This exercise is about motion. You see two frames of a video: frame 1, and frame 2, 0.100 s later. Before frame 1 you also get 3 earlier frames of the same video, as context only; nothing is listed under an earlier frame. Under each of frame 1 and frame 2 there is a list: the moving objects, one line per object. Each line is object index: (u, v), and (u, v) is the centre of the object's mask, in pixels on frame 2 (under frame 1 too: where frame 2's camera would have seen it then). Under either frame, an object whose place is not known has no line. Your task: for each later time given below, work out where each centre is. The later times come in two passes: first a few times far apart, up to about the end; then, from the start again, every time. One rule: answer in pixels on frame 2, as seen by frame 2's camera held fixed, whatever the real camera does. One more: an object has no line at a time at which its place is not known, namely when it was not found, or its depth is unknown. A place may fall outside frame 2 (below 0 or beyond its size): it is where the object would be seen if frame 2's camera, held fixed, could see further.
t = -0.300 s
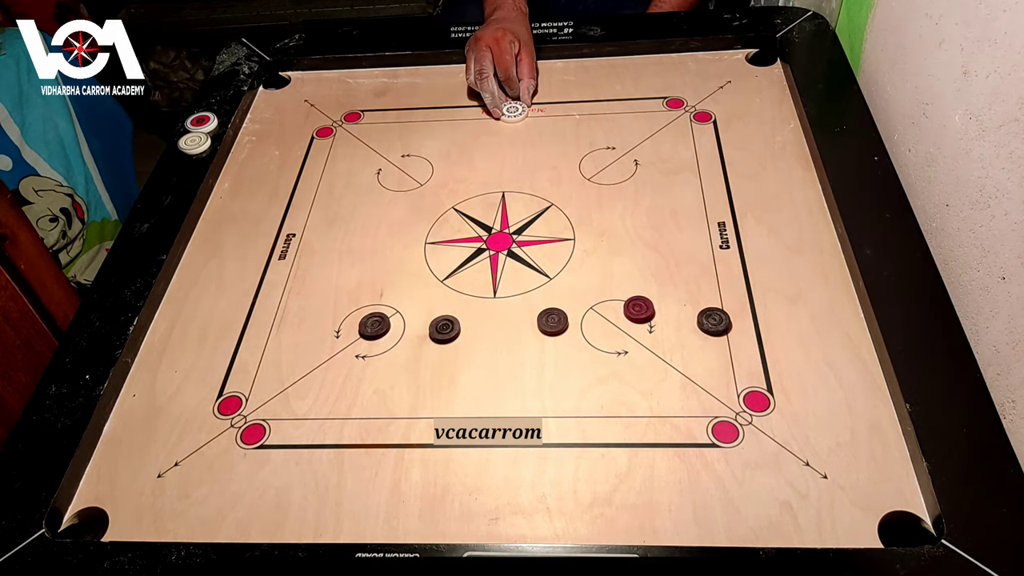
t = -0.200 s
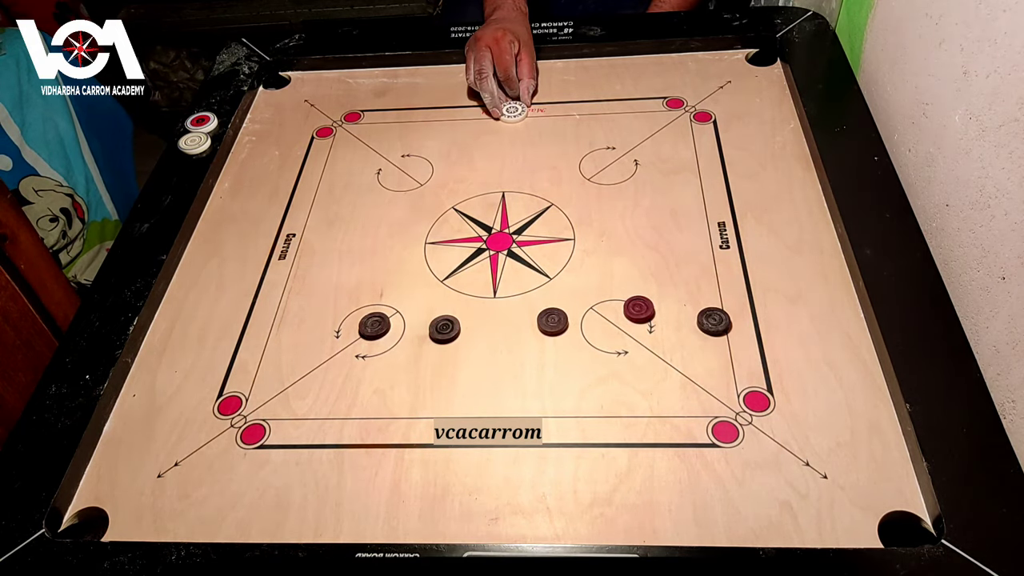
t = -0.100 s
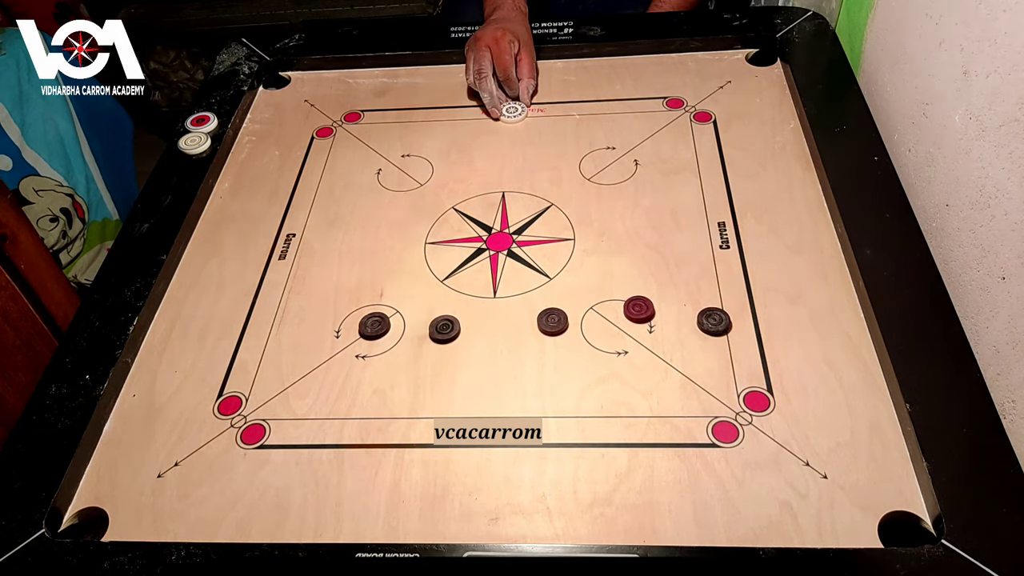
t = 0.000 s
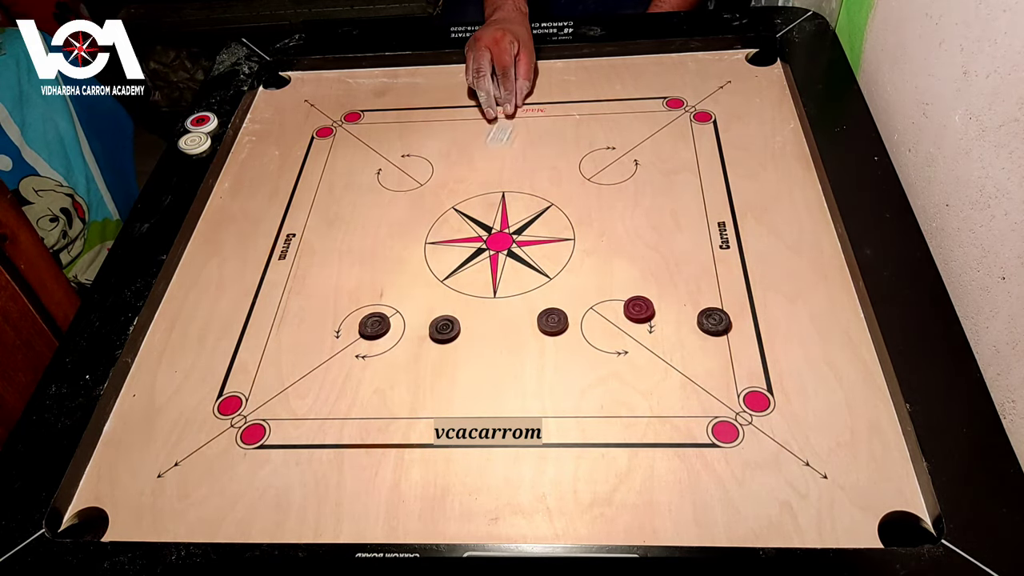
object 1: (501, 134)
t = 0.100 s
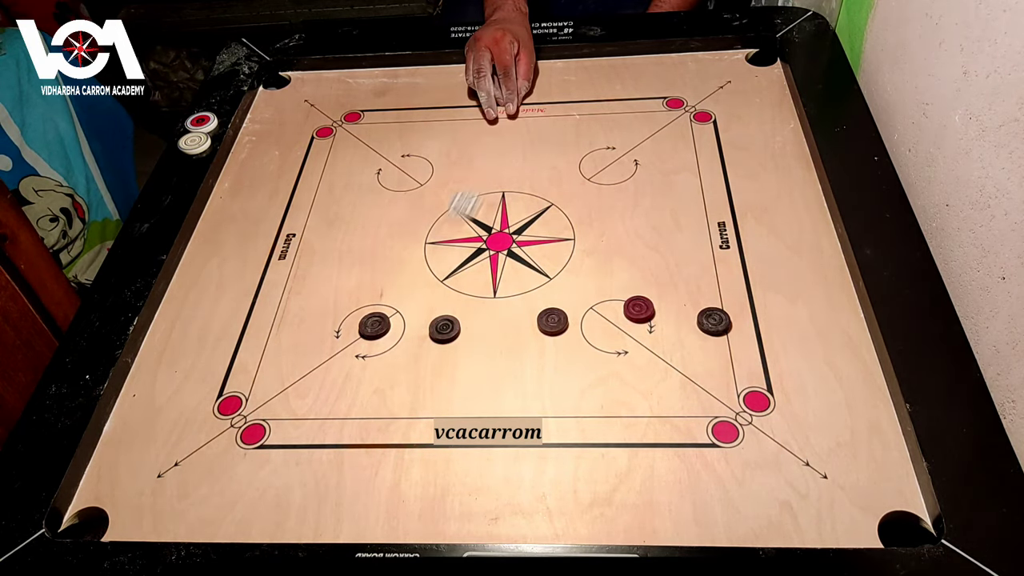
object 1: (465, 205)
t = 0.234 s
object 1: (411, 307)
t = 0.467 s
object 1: (382, 448)
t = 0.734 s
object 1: (373, 503)
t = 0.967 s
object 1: (377, 491)
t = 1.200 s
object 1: (377, 491)
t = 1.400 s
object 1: (377, 491)
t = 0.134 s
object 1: (450, 229)
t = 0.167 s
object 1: (438, 255)
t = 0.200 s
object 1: (423, 281)
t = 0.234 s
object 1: (411, 307)
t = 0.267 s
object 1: (404, 329)
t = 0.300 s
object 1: (400, 350)
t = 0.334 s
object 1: (397, 371)
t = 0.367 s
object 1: (393, 390)
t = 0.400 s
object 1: (389, 409)
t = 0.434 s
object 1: (386, 427)
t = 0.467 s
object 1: (382, 448)
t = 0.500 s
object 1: (378, 466)
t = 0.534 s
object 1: (374, 483)
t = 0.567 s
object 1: (371, 499)
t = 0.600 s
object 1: (368, 515)
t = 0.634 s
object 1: (365, 524)
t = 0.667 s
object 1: (368, 520)
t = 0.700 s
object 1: (371, 511)
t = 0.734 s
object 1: (373, 503)
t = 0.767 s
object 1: (375, 497)
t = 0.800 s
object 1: (376, 494)
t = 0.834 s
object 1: (377, 492)
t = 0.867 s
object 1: (377, 491)
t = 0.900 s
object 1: (377, 491)
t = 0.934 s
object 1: (377, 491)
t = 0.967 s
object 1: (377, 491)
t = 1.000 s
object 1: (377, 491)
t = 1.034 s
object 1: (377, 491)
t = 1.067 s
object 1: (377, 491)
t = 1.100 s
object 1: (377, 491)
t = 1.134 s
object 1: (377, 491)
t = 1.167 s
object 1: (377, 491)
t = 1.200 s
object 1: (377, 491)
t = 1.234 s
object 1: (377, 491)
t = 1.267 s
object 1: (377, 491)
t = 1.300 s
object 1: (377, 491)
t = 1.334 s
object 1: (377, 491)
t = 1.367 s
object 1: (377, 491)
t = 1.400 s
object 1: (377, 491)
